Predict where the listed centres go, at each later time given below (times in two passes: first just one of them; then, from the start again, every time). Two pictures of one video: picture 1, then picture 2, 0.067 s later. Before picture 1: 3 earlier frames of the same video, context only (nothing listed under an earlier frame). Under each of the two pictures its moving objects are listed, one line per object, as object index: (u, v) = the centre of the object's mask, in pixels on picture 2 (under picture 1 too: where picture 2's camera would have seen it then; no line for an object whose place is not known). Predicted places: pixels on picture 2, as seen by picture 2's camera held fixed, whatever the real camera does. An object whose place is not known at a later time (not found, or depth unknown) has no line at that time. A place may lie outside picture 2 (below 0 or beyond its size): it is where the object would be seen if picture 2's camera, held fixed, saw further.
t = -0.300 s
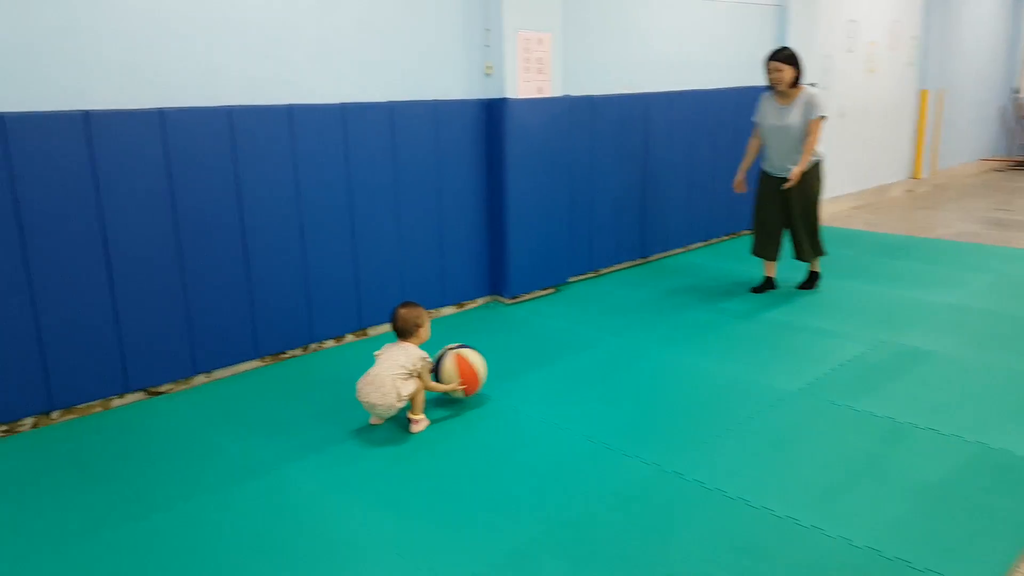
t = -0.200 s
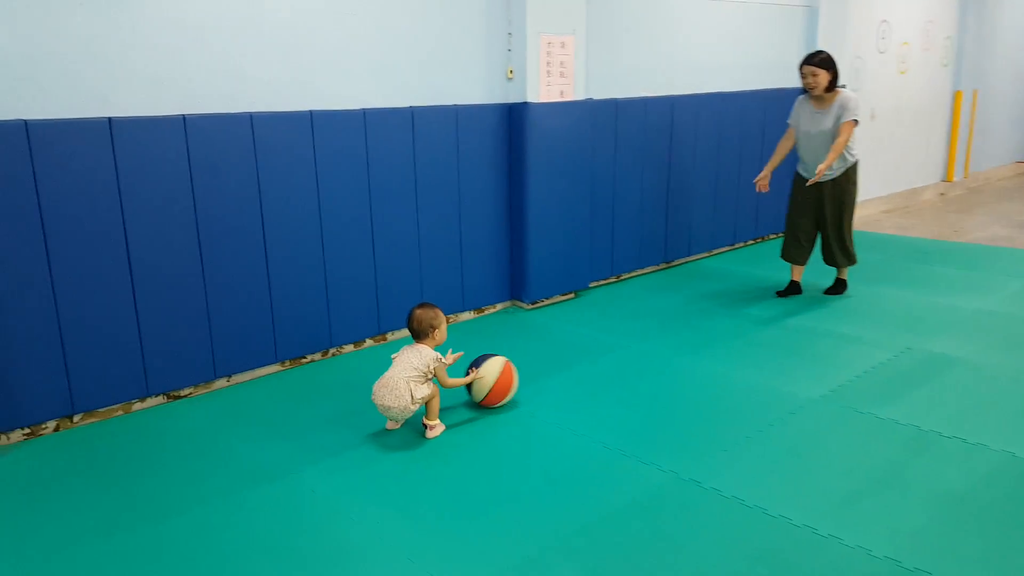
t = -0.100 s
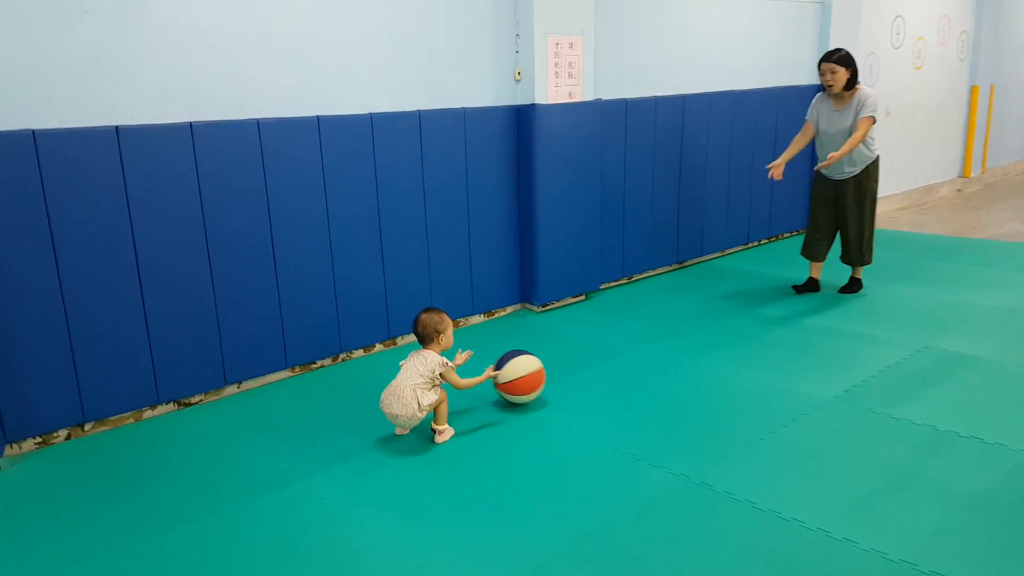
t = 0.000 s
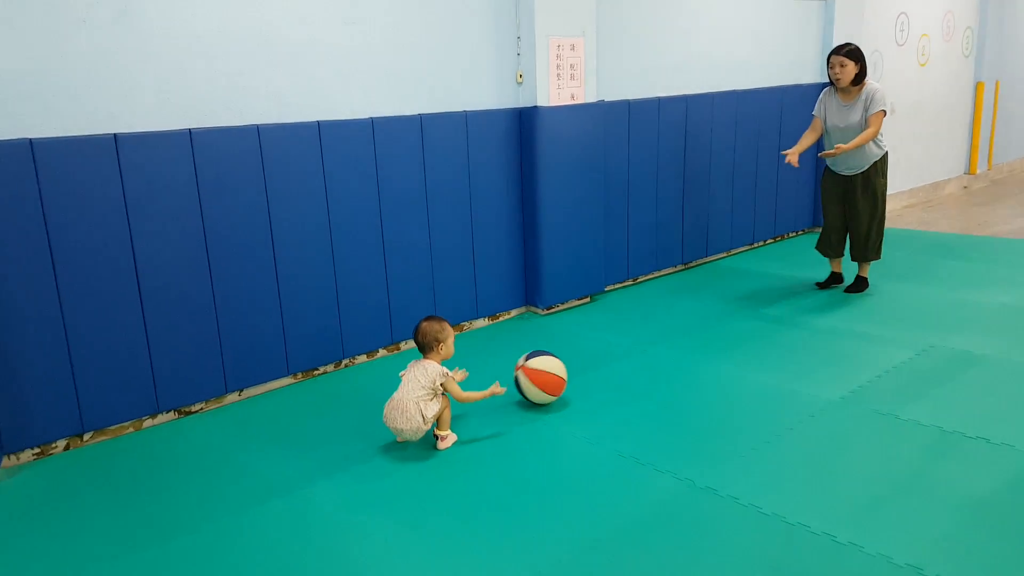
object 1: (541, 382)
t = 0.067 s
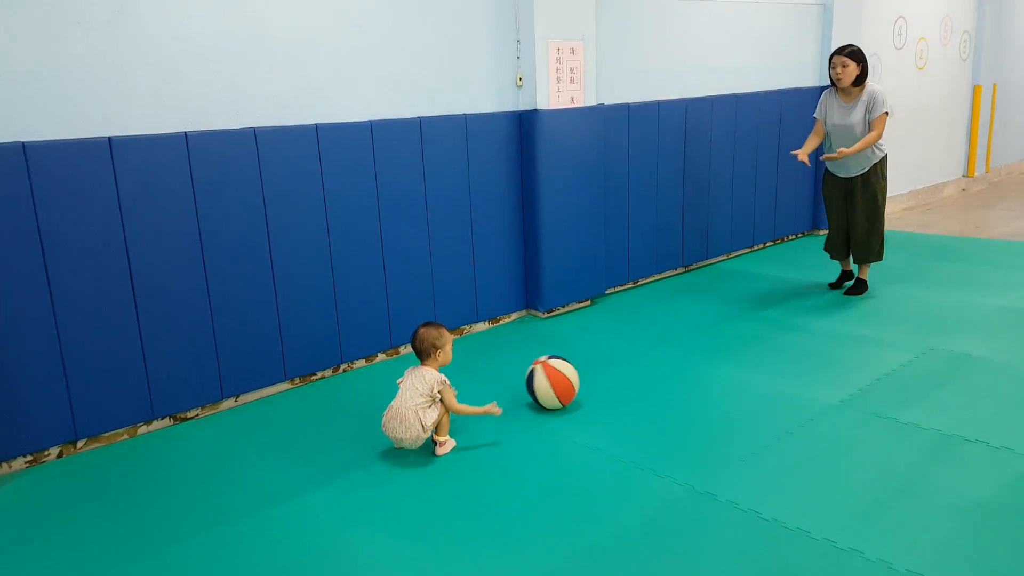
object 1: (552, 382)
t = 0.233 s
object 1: (581, 373)
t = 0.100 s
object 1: (558, 379)
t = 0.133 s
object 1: (563, 377)
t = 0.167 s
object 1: (569, 377)
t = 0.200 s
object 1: (575, 375)
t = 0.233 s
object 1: (581, 373)
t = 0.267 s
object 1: (587, 373)
